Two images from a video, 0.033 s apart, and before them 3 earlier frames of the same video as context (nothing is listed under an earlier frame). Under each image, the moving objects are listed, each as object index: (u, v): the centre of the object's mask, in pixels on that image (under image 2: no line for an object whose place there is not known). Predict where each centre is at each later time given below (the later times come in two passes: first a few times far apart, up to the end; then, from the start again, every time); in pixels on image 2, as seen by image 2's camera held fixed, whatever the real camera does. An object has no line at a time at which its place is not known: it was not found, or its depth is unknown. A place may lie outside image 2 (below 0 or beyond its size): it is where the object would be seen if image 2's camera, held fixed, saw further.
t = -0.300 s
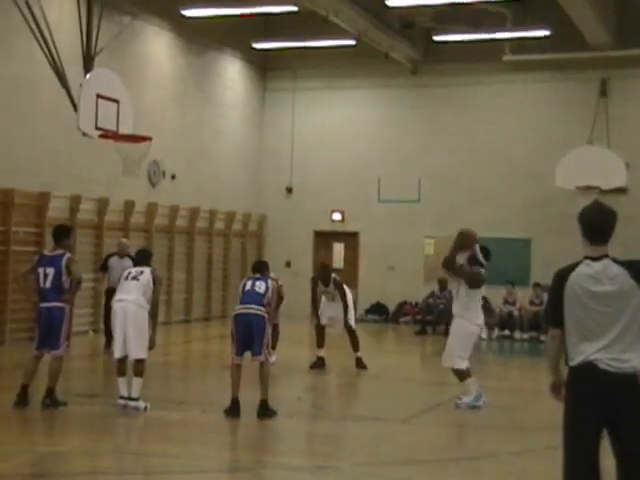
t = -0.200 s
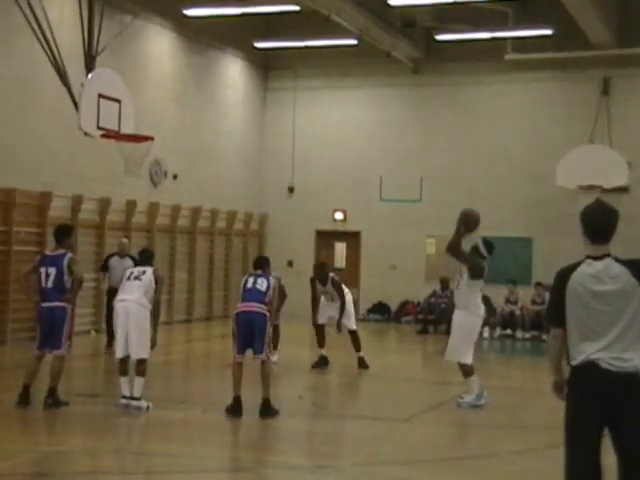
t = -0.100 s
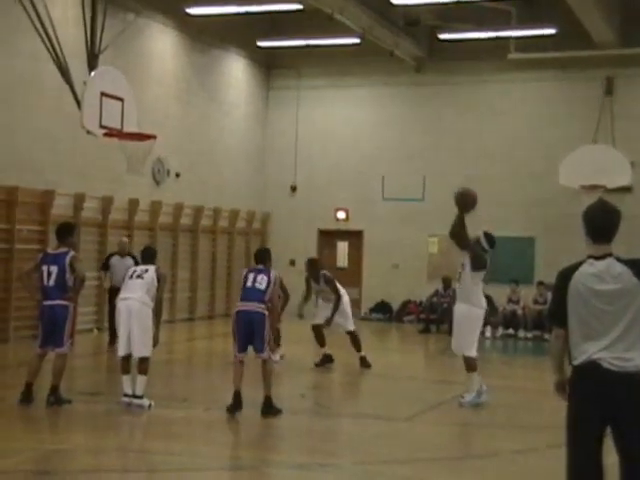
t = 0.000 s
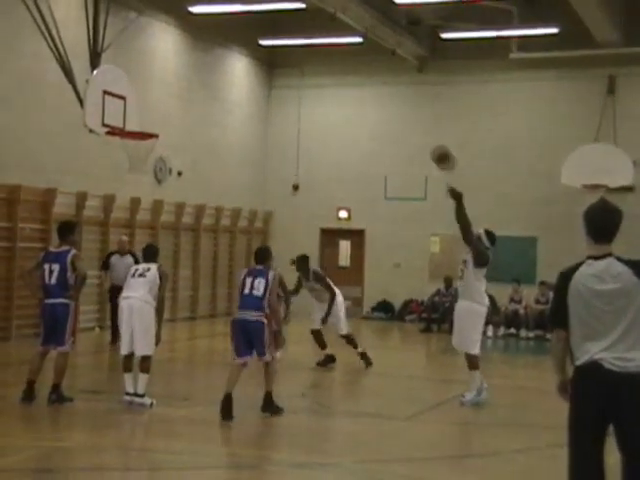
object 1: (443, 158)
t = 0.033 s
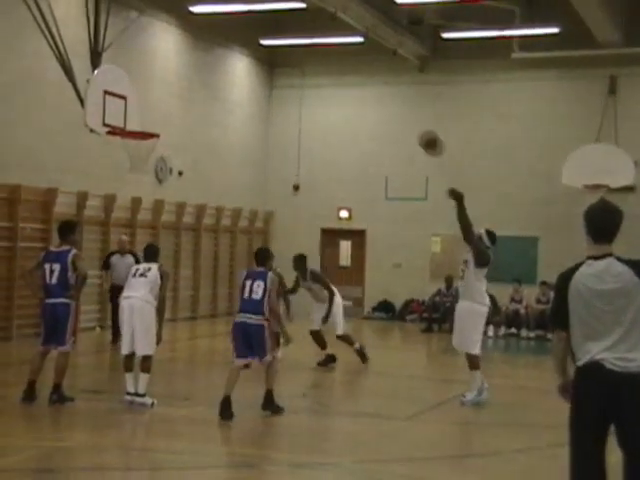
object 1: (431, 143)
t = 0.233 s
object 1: (358, 81)
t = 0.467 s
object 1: (279, 57)
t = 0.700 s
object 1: (203, 68)
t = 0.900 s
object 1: (143, 114)
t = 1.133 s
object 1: (164, 83)
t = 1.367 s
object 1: (206, 70)
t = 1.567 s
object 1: (244, 96)
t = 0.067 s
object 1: (418, 129)
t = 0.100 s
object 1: (406, 117)
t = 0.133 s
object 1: (394, 106)
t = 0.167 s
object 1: (382, 95)
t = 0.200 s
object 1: (370, 88)
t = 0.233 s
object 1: (358, 81)
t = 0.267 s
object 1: (346, 75)
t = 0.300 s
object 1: (335, 69)
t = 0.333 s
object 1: (324, 64)
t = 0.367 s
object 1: (314, 59)
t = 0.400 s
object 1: (300, 57)
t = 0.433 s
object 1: (293, 56)
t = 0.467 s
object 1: (279, 57)
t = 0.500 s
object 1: (266, 57)
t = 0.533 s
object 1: (256, 54)
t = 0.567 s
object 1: (246, 54)
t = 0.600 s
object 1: (234, 56)
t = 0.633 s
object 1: (223, 60)
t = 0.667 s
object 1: (213, 63)
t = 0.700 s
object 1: (203, 68)
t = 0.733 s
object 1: (193, 75)
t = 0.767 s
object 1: (183, 81)
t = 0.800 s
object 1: (172, 88)
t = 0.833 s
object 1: (163, 96)
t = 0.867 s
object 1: (152, 105)
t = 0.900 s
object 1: (143, 114)
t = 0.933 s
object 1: (133, 123)
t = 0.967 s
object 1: (136, 118)
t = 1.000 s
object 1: (142, 110)
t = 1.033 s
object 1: (147, 103)
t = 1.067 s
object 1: (152, 95)
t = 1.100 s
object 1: (158, 89)
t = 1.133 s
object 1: (164, 83)
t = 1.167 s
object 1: (170, 79)
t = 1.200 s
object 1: (176, 75)
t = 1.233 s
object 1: (182, 73)
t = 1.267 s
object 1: (188, 71)
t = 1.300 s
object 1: (193, 70)
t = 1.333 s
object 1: (200, 70)
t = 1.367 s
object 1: (206, 70)
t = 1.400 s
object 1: (212, 72)
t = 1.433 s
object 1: (219, 75)
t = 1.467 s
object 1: (225, 78)
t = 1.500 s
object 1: (231, 83)
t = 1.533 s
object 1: (238, 89)
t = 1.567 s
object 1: (244, 96)
